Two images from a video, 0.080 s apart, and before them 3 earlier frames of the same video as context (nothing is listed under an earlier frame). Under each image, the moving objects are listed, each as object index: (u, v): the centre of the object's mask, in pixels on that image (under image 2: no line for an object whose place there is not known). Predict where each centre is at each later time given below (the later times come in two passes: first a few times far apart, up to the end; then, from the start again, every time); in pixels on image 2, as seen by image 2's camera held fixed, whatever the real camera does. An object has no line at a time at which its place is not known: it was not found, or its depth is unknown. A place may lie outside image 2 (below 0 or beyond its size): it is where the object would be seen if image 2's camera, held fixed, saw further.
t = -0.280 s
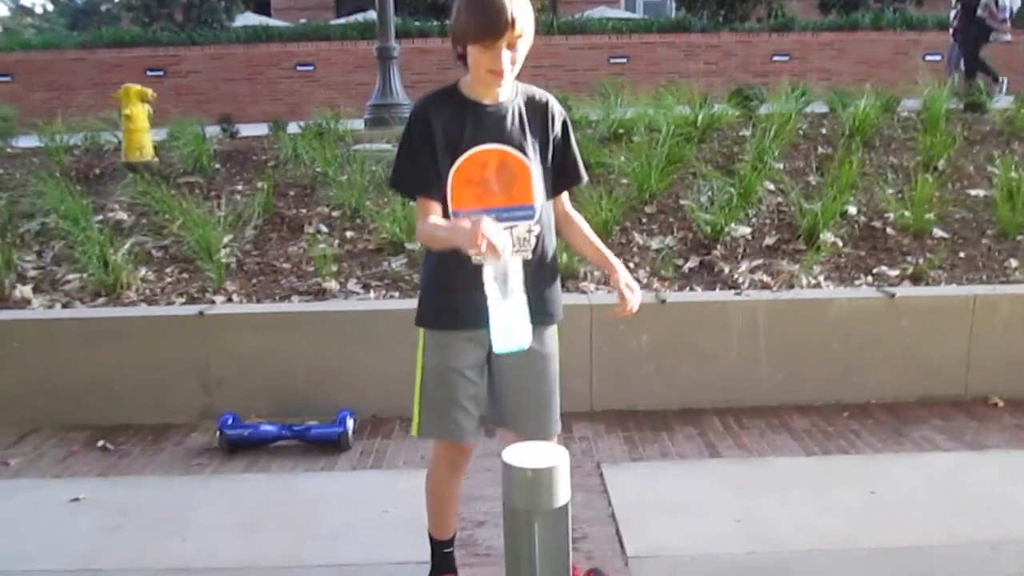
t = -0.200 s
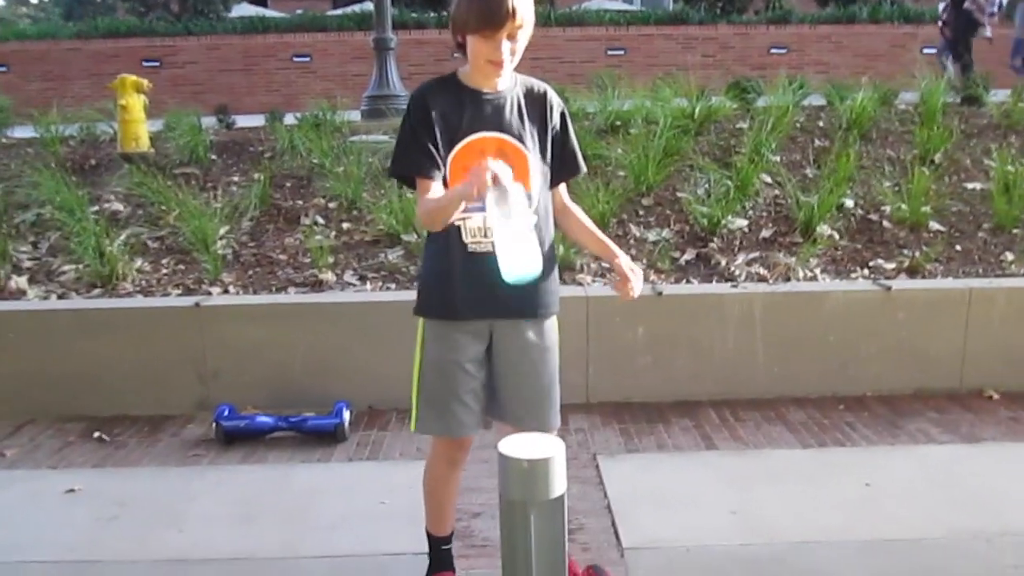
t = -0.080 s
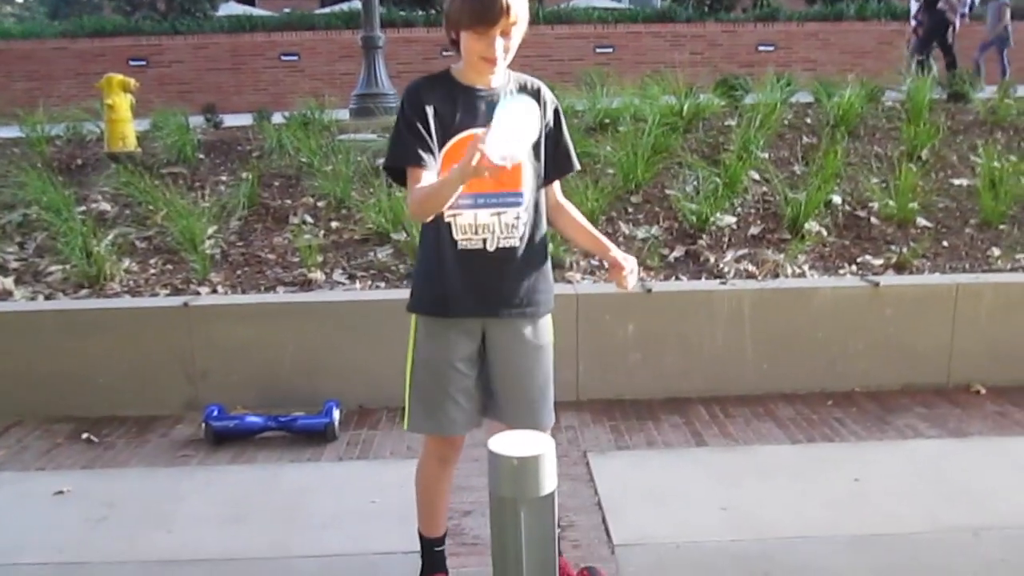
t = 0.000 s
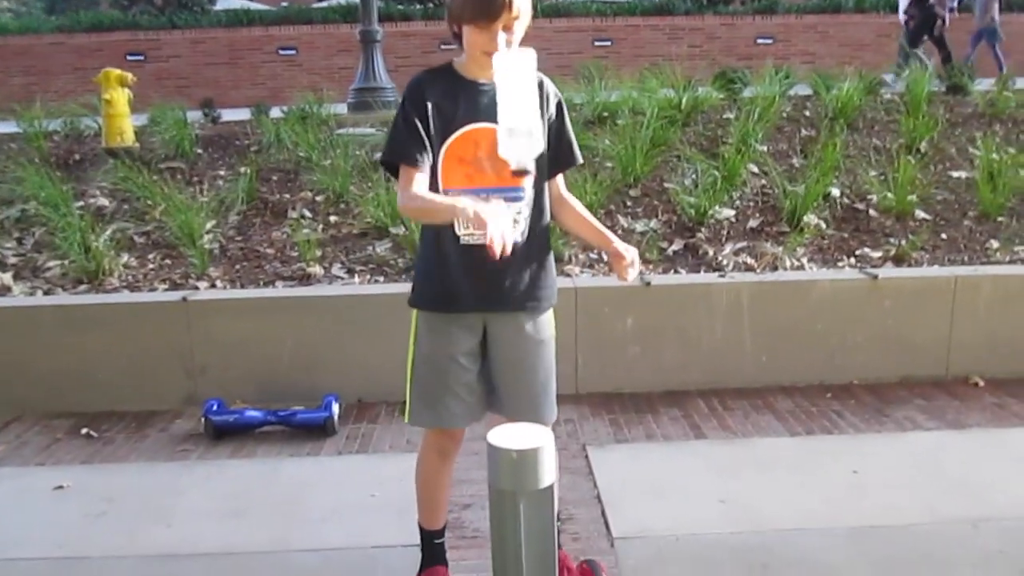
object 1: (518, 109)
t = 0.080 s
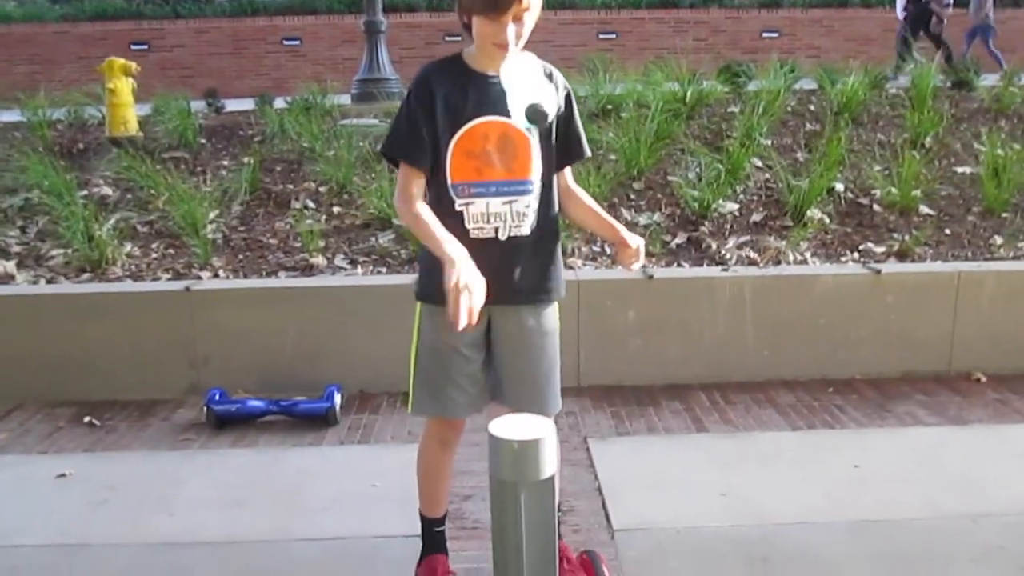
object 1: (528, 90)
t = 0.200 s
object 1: (534, 169)
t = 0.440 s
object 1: (554, 365)
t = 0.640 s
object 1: (582, 455)
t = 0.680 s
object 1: (581, 489)
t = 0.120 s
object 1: (531, 106)
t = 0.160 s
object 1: (532, 132)
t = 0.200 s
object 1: (534, 169)
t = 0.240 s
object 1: (536, 214)
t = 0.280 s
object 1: (539, 266)
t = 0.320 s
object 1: (541, 326)
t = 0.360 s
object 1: (546, 364)
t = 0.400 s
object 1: (549, 364)
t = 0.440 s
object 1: (554, 365)
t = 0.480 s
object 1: (561, 370)
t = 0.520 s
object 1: (566, 381)
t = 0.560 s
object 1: (573, 398)
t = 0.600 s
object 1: (578, 423)
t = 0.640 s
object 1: (582, 455)
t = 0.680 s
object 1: (581, 489)
